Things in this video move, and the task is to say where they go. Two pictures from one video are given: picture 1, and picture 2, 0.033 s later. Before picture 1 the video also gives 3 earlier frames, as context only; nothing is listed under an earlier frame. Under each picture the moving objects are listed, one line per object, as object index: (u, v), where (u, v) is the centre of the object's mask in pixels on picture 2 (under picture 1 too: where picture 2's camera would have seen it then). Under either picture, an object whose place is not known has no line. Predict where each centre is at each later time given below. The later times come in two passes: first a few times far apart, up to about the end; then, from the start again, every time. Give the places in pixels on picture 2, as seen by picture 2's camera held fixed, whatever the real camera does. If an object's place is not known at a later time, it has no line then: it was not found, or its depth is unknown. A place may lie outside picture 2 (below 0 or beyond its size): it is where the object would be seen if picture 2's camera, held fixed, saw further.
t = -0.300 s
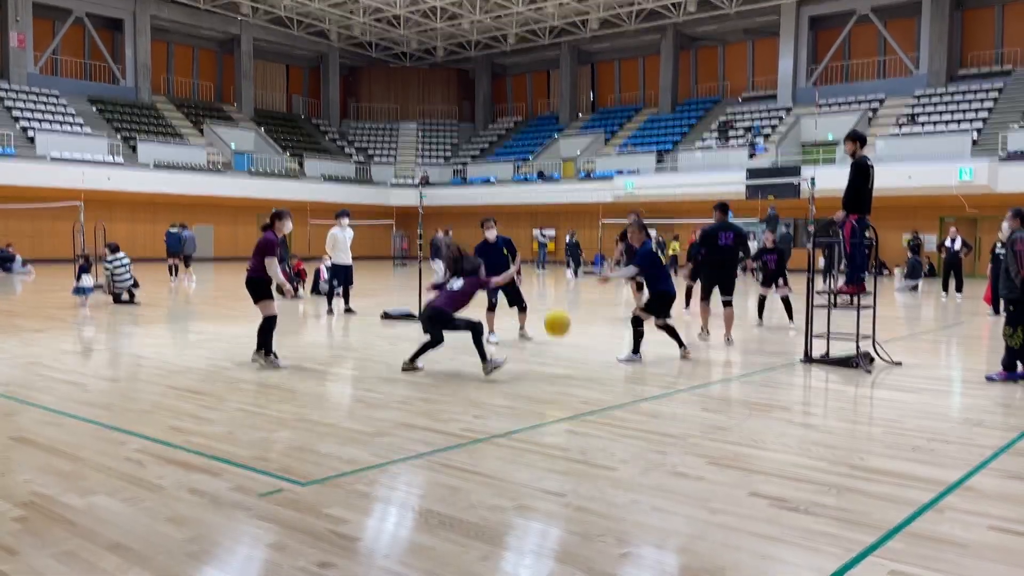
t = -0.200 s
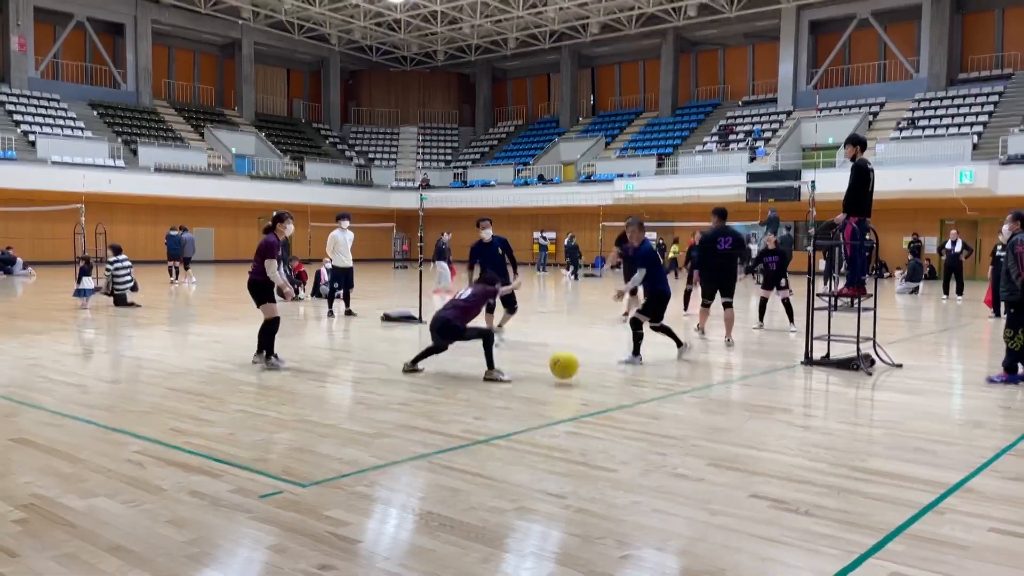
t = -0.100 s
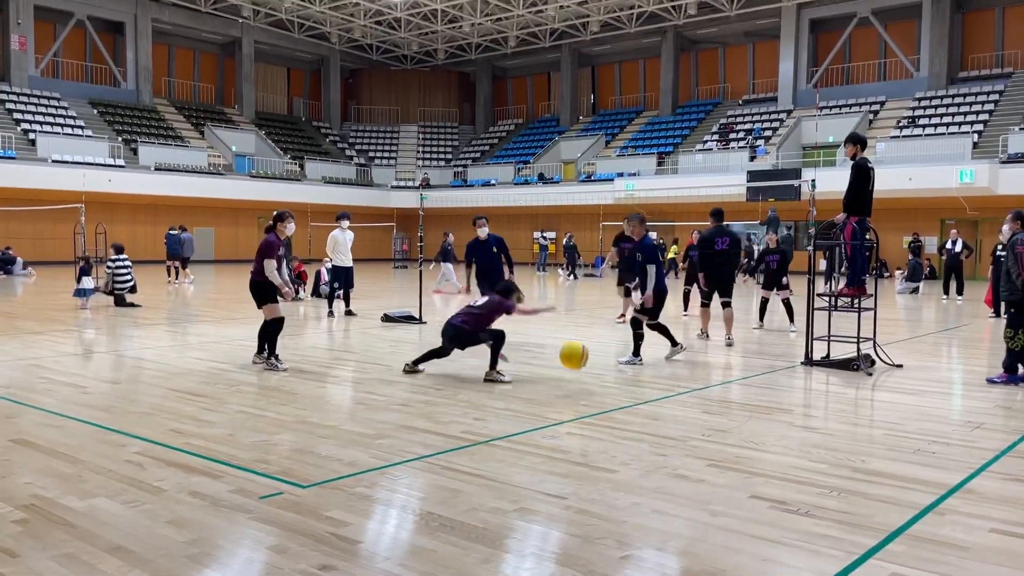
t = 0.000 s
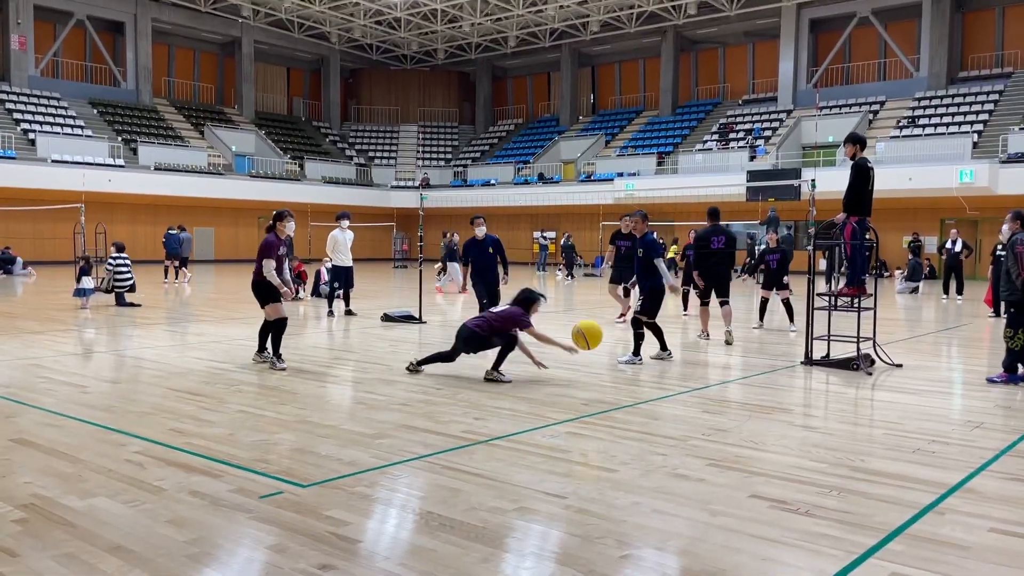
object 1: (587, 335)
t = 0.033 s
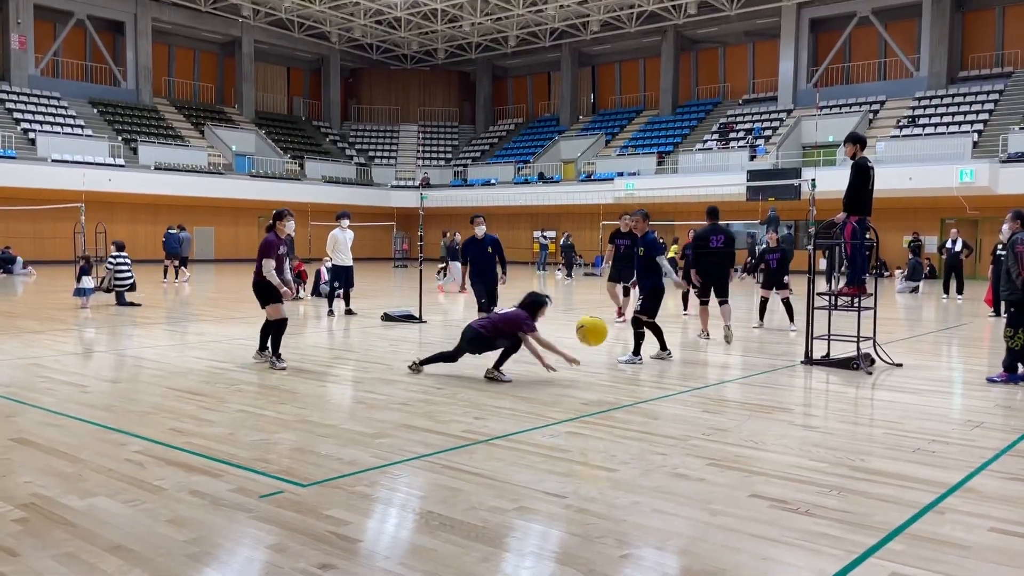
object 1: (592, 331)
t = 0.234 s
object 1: (622, 331)
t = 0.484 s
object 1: (670, 415)
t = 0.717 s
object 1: (716, 392)
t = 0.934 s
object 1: (765, 421)
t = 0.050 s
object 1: (594, 330)
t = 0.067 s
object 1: (596, 328)
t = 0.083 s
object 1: (598, 327)
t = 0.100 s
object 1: (600, 325)
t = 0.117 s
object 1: (603, 325)
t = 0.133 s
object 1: (606, 324)
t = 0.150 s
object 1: (609, 324)
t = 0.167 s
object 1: (612, 325)
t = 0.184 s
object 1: (614, 326)
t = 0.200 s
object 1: (617, 327)
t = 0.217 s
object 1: (620, 329)
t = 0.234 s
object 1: (622, 331)
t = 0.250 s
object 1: (625, 334)
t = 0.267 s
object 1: (628, 337)
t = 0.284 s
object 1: (631, 340)
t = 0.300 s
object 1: (634, 344)
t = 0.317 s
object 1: (637, 348)
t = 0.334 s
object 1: (639, 352)
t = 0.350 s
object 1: (642, 357)
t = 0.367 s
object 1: (646, 362)
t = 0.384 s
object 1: (649, 369)
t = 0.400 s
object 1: (653, 374)
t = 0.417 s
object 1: (656, 381)
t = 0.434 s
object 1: (660, 389)
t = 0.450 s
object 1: (663, 397)
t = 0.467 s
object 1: (667, 406)
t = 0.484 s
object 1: (670, 415)
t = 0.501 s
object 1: (674, 425)
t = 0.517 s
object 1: (677, 432)
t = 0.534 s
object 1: (680, 428)
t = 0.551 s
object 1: (682, 422)
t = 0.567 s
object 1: (685, 418)
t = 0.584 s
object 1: (689, 413)
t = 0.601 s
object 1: (692, 410)
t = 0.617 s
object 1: (695, 406)
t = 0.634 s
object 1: (698, 402)
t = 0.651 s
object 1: (701, 399)
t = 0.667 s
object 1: (705, 396)
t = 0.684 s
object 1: (709, 394)
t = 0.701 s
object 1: (712, 393)
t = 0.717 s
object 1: (716, 392)
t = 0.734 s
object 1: (719, 392)
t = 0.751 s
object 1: (723, 391)
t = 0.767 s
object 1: (726, 392)
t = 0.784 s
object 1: (730, 392)
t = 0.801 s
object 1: (733, 394)
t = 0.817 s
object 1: (737, 395)
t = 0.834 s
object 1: (741, 397)
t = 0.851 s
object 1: (745, 400)
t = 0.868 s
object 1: (748, 403)
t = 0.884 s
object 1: (752, 406)
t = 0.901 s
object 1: (756, 411)
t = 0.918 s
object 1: (761, 415)
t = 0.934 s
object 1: (765, 421)
